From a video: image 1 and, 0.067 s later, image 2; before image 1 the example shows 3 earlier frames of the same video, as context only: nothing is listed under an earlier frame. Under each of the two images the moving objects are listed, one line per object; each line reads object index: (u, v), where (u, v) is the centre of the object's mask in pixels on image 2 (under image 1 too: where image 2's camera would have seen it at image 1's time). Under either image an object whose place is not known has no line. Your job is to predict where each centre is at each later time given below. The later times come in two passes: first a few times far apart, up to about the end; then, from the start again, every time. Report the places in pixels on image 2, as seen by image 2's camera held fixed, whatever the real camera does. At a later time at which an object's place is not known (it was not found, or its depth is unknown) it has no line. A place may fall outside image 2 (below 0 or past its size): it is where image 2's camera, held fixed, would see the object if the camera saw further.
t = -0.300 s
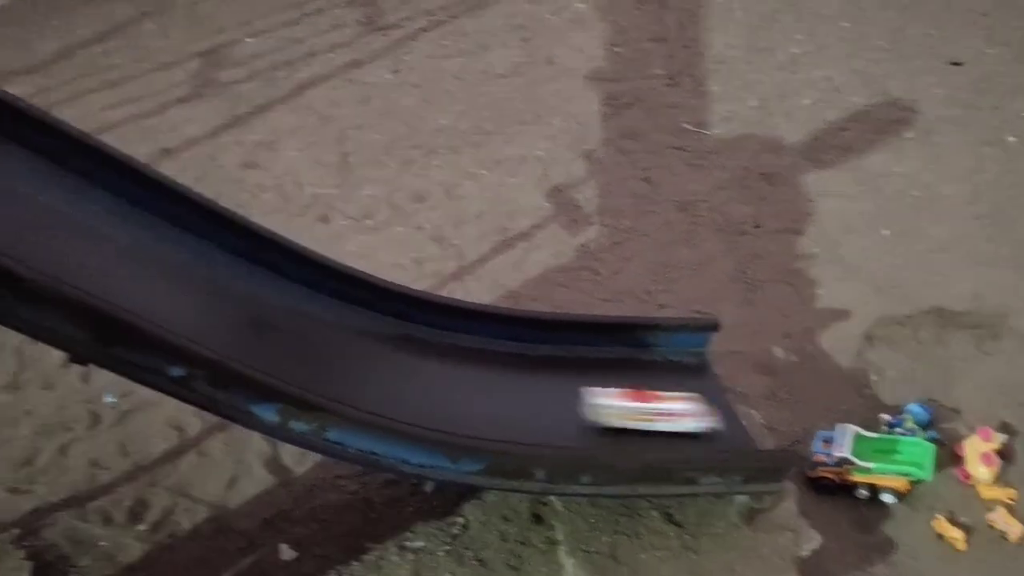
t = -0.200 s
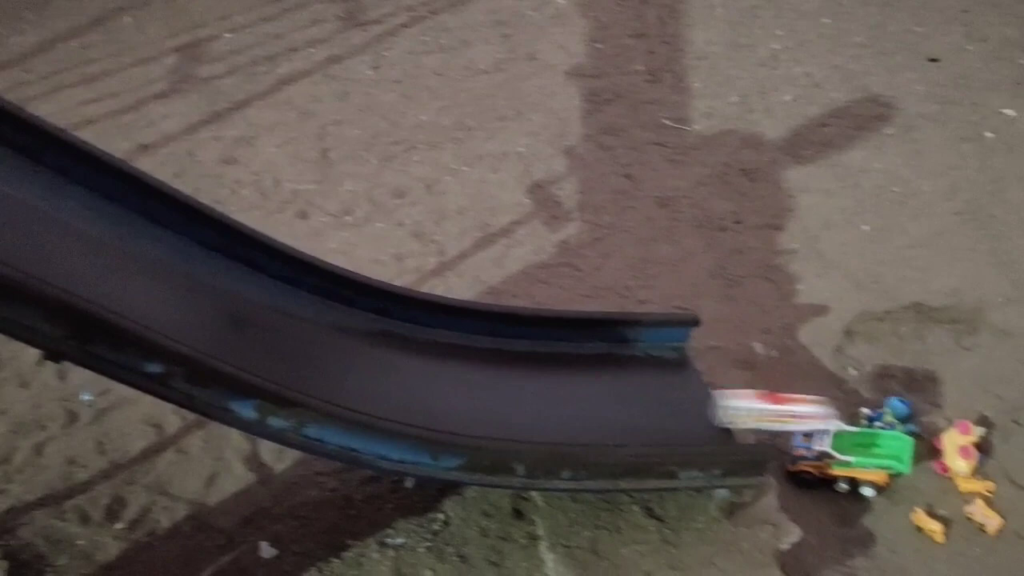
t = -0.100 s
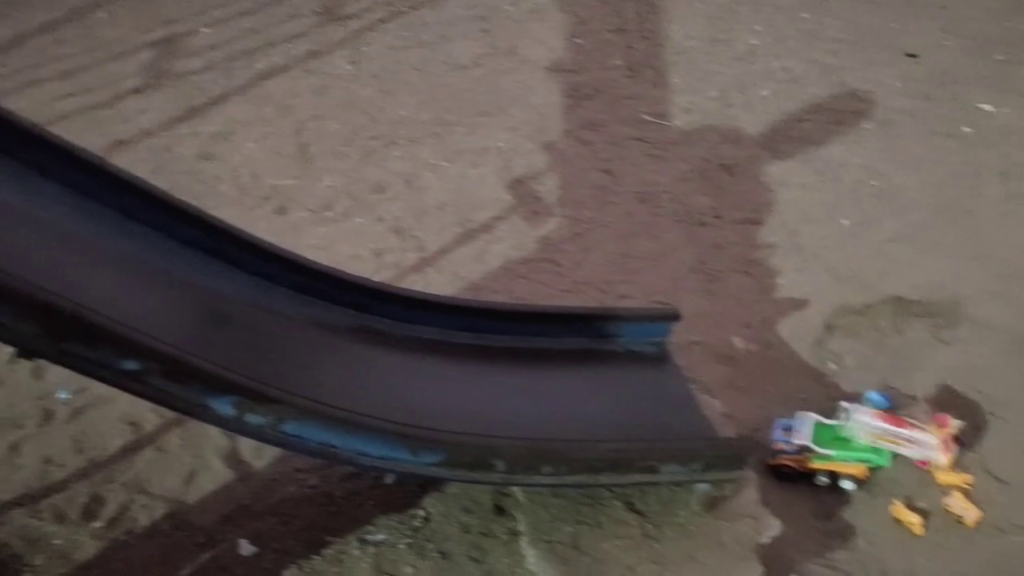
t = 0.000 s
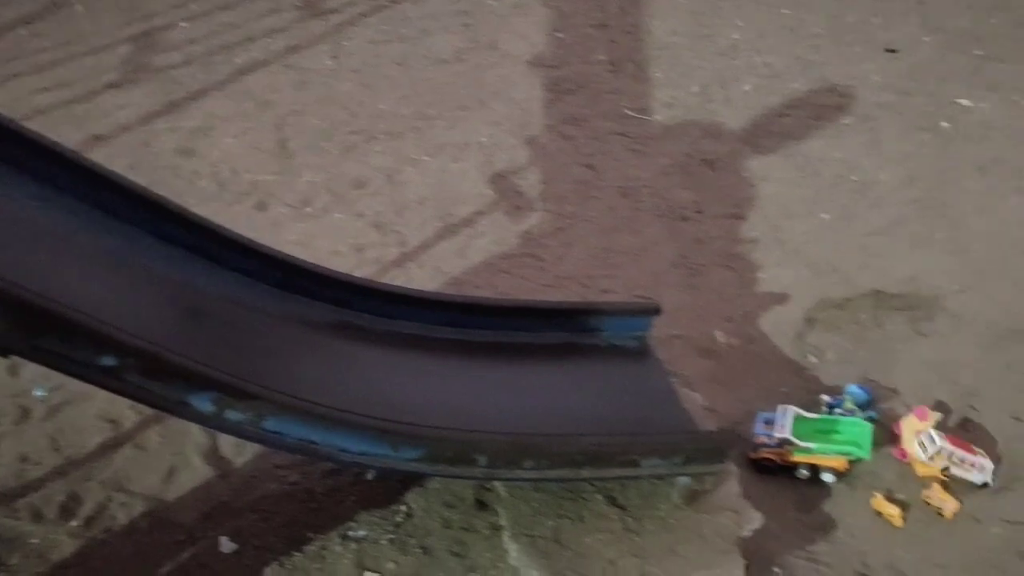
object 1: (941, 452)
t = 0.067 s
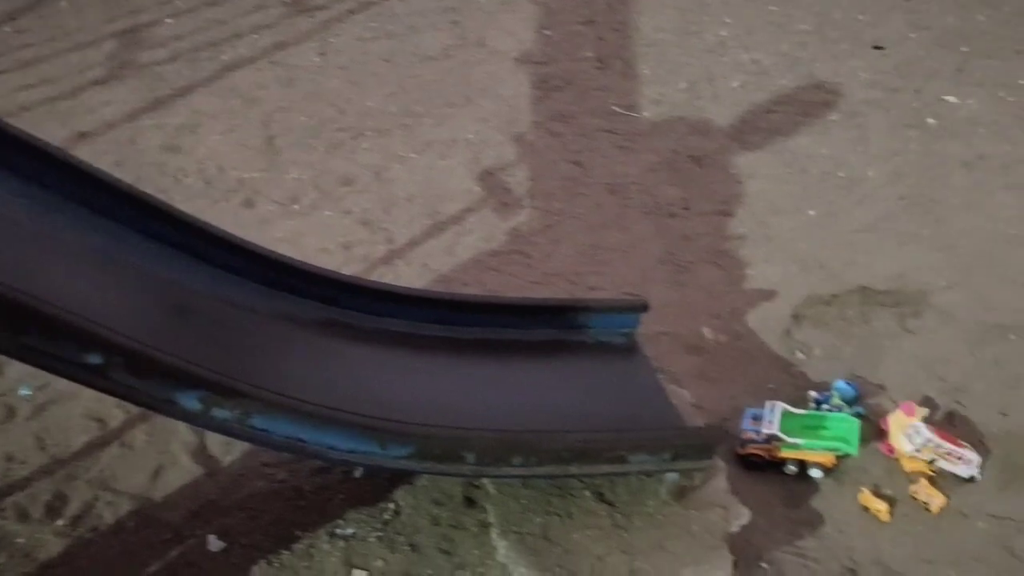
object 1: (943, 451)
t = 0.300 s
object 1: (927, 471)
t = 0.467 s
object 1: (924, 471)
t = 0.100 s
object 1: (942, 453)
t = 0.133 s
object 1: (932, 456)
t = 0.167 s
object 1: (929, 462)
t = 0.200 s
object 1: (928, 466)
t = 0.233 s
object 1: (929, 468)
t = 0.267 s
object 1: (928, 469)
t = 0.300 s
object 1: (927, 471)
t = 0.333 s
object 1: (926, 471)
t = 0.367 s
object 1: (926, 471)
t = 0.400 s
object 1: (926, 471)
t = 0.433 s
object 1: (925, 471)
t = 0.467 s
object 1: (924, 471)
